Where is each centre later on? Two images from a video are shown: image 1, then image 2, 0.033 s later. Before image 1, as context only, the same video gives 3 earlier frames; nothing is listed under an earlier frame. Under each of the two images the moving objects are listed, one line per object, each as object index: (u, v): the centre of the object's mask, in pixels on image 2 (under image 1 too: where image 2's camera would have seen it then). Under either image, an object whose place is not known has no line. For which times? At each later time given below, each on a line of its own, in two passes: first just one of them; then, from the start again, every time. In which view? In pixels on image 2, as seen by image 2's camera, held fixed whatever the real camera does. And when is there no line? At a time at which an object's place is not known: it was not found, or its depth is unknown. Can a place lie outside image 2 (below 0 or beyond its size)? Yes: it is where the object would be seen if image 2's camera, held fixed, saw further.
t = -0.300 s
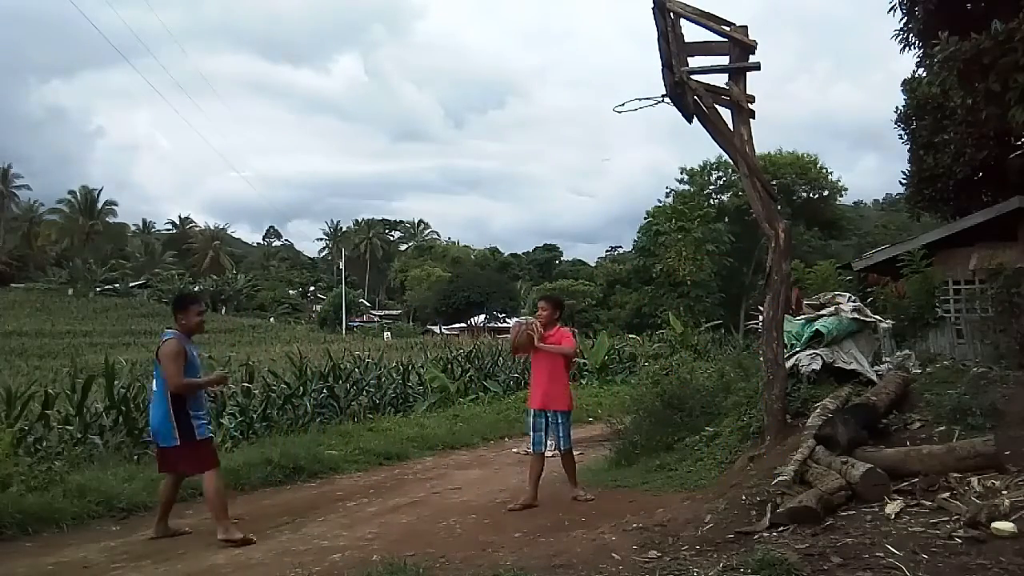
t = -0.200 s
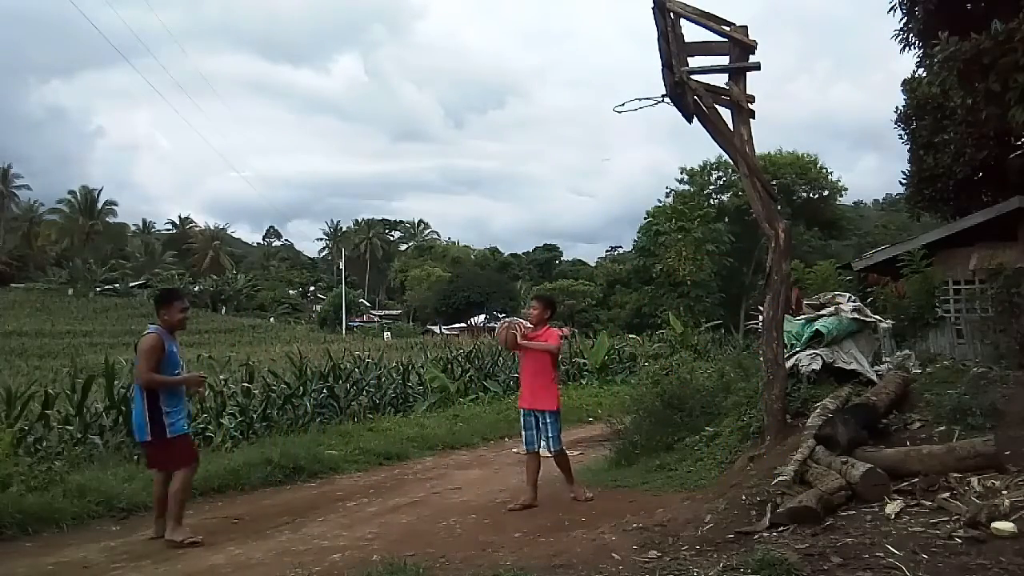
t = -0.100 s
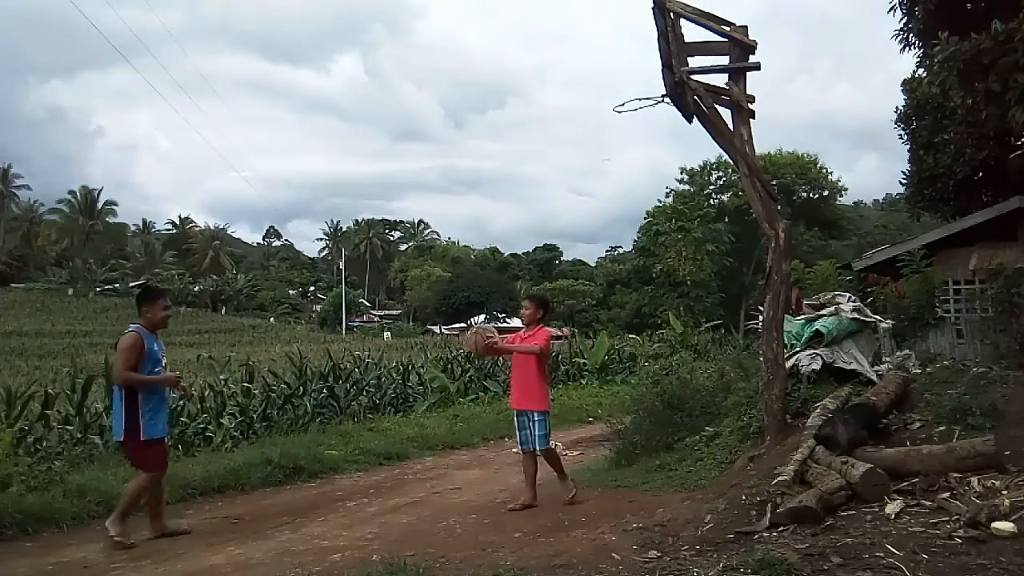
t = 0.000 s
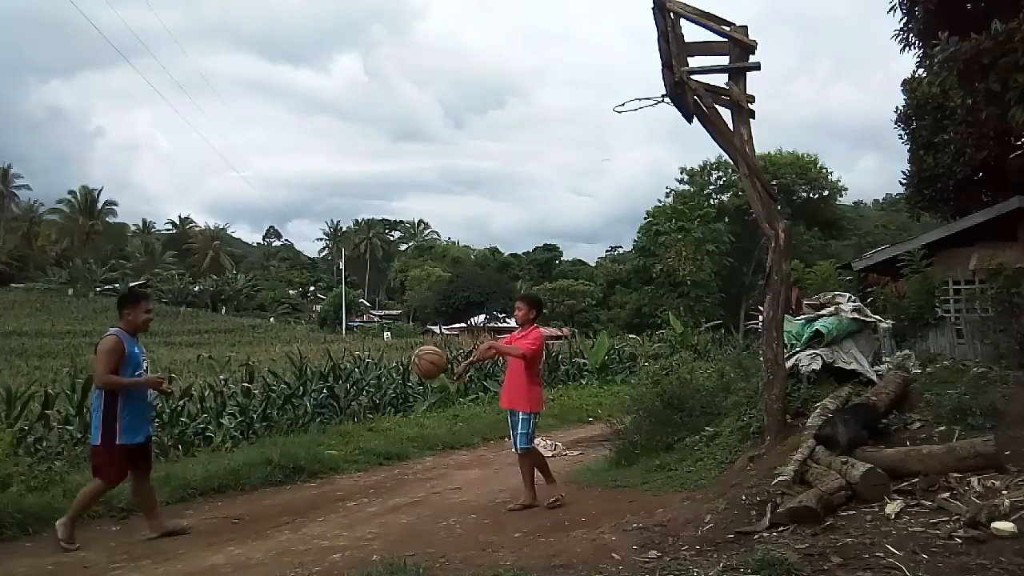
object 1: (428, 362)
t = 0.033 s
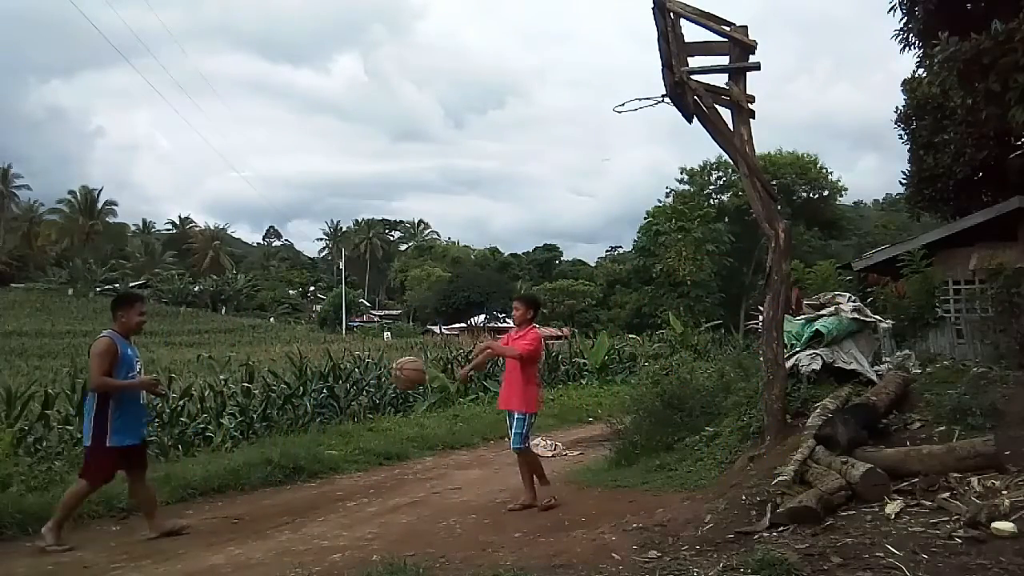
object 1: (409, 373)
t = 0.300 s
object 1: (244, 521)
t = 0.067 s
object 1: (390, 386)
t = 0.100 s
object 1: (368, 402)
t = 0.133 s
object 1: (349, 417)
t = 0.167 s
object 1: (328, 435)
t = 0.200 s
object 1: (307, 456)
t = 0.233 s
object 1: (286, 479)
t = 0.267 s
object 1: (263, 504)
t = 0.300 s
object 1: (244, 521)
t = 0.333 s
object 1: (230, 499)
